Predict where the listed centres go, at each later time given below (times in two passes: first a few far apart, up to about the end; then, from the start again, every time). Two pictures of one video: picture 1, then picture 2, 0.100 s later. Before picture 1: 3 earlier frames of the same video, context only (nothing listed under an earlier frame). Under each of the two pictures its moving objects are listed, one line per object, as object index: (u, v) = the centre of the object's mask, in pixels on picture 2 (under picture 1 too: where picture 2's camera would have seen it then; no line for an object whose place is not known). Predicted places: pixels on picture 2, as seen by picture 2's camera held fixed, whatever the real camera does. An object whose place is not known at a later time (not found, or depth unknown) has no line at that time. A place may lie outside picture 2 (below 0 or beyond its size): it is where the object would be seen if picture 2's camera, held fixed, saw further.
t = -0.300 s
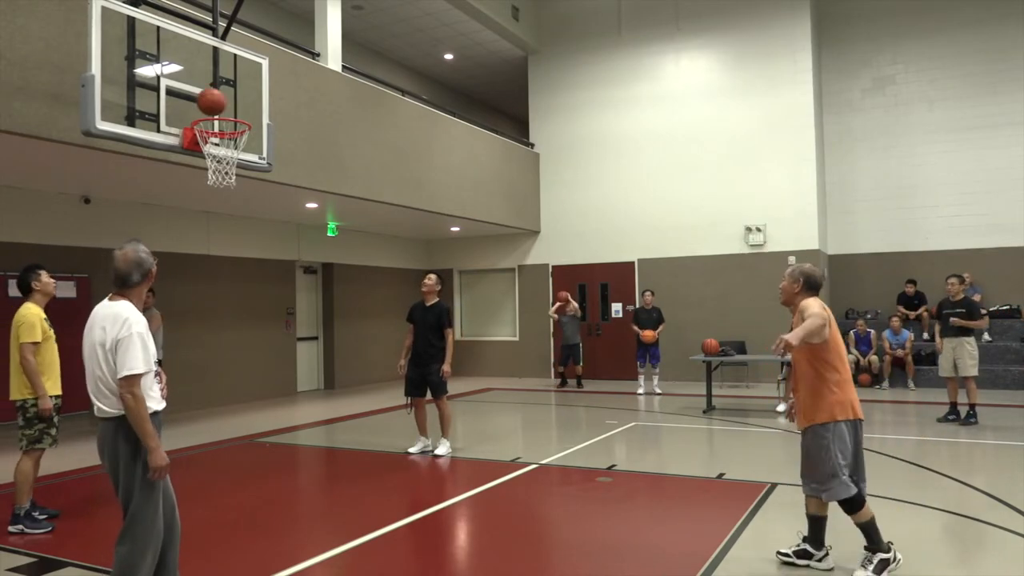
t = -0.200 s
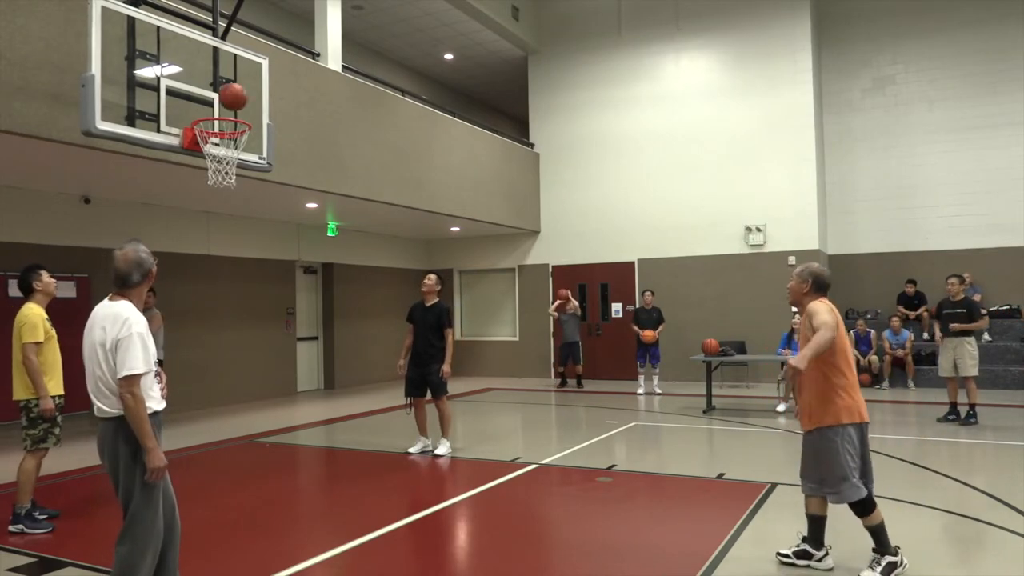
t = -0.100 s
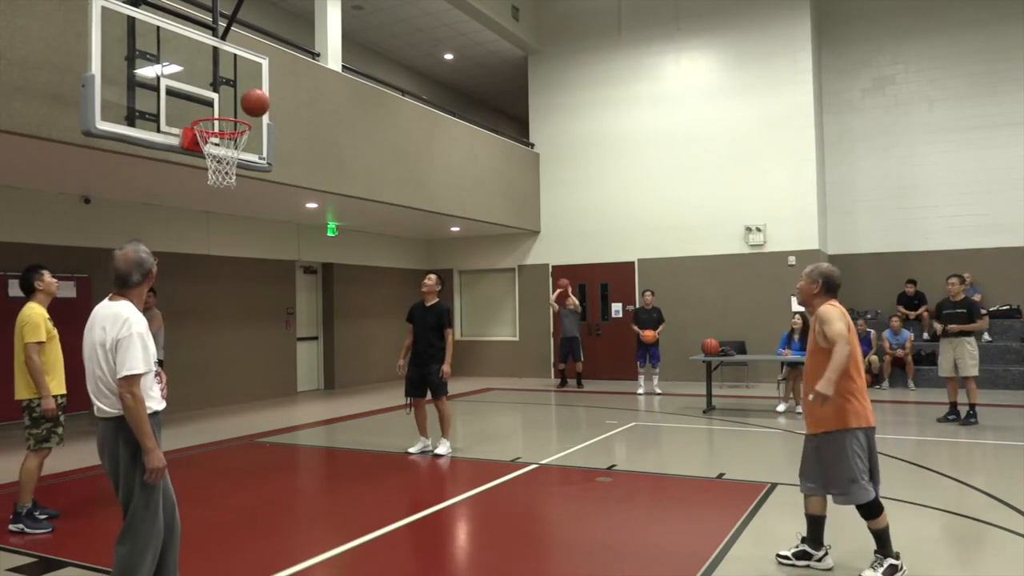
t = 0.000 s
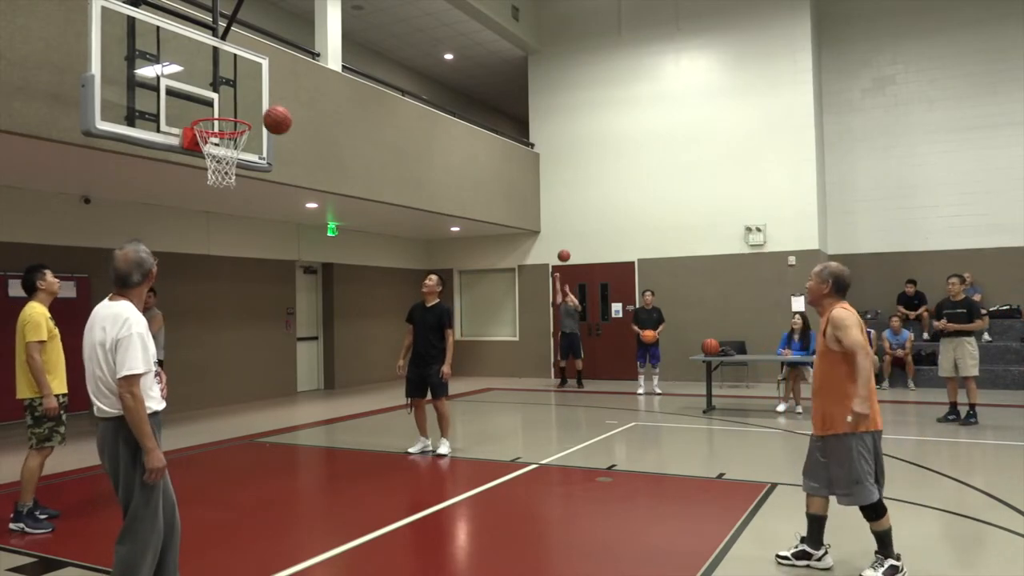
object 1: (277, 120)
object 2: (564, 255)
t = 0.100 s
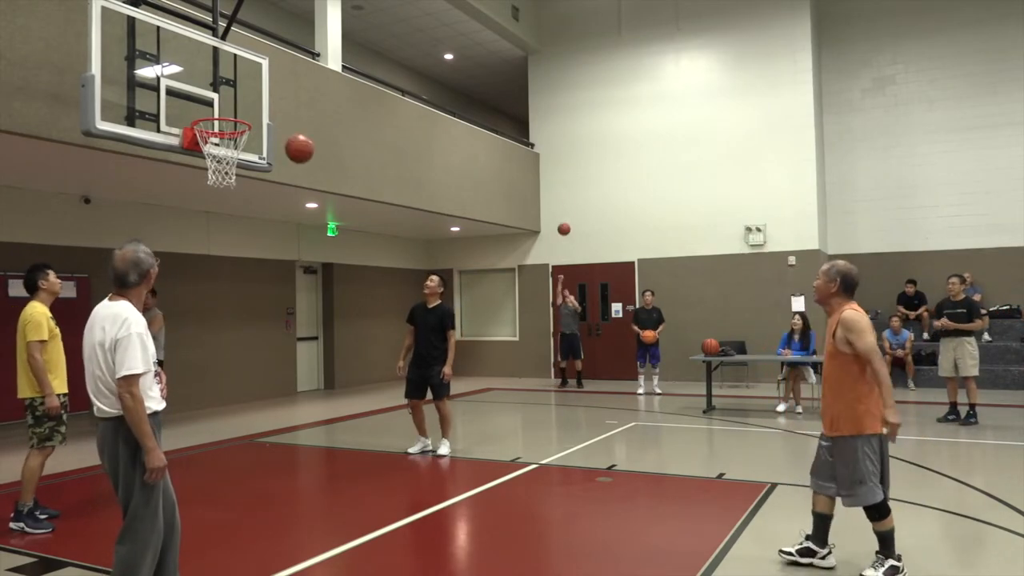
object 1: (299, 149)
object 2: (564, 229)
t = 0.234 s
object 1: (330, 205)
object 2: (564, 201)
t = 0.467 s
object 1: (384, 354)
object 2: (565, 175)
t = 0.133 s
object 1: (307, 161)
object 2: (564, 221)
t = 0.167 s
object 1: (314, 174)
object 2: (564, 214)
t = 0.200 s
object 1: (322, 189)
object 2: (564, 207)
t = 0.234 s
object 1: (330, 205)
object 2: (564, 201)
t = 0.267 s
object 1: (337, 222)
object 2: (564, 196)
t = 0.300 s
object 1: (345, 241)
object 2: (564, 191)
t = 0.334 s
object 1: (353, 260)
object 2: (564, 186)
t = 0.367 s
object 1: (361, 282)
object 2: (564, 183)
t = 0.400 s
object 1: (369, 304)
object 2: (564, 179)
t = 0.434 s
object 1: (376, 329)
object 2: (565, 177)
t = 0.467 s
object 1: (384, 354)
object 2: (565, 175)
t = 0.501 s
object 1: (392, 381)
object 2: (565, 173)
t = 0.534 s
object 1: (399, 409)
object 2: (565, 172)
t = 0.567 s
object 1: (407, 439)
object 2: (565, 172)
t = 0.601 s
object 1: (415, 471)
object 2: (565, 172)
